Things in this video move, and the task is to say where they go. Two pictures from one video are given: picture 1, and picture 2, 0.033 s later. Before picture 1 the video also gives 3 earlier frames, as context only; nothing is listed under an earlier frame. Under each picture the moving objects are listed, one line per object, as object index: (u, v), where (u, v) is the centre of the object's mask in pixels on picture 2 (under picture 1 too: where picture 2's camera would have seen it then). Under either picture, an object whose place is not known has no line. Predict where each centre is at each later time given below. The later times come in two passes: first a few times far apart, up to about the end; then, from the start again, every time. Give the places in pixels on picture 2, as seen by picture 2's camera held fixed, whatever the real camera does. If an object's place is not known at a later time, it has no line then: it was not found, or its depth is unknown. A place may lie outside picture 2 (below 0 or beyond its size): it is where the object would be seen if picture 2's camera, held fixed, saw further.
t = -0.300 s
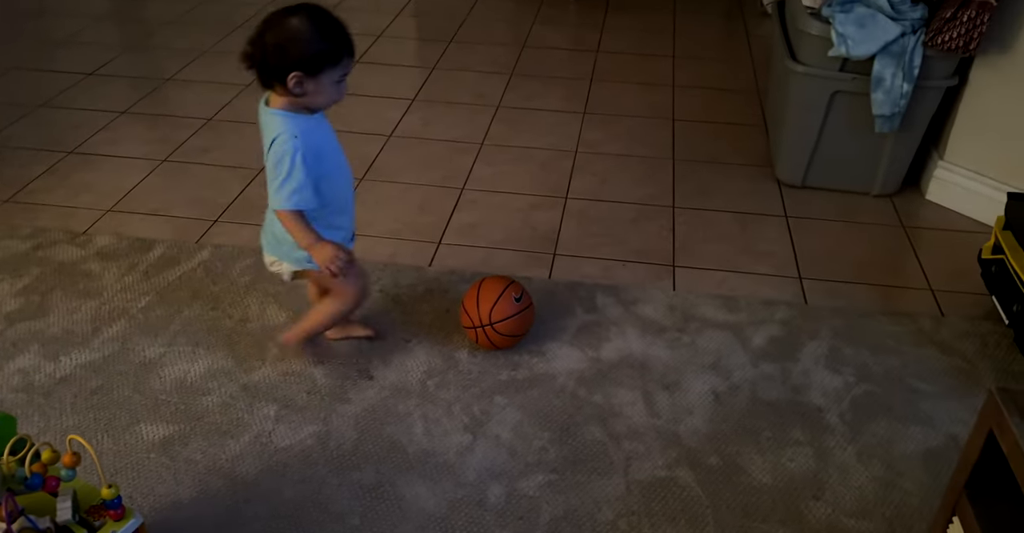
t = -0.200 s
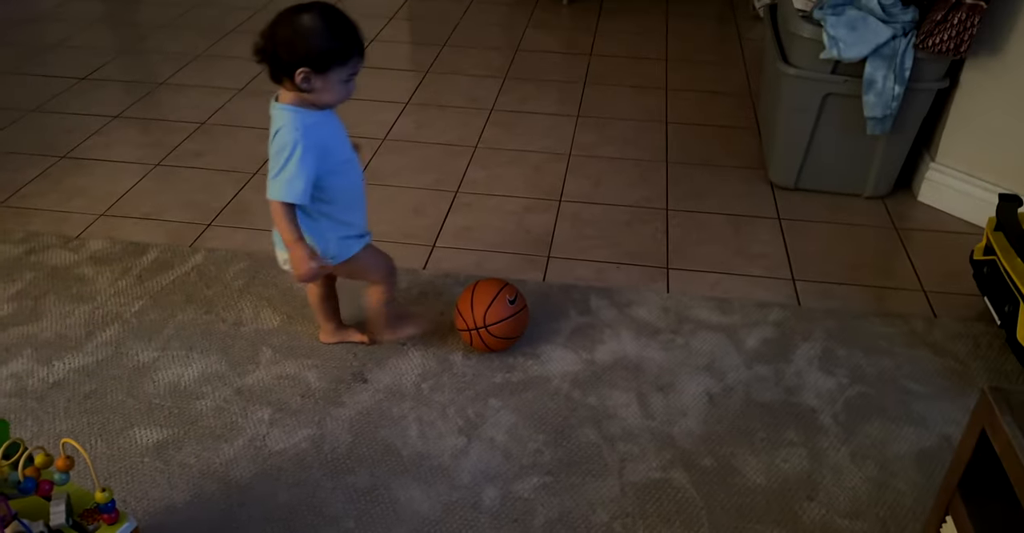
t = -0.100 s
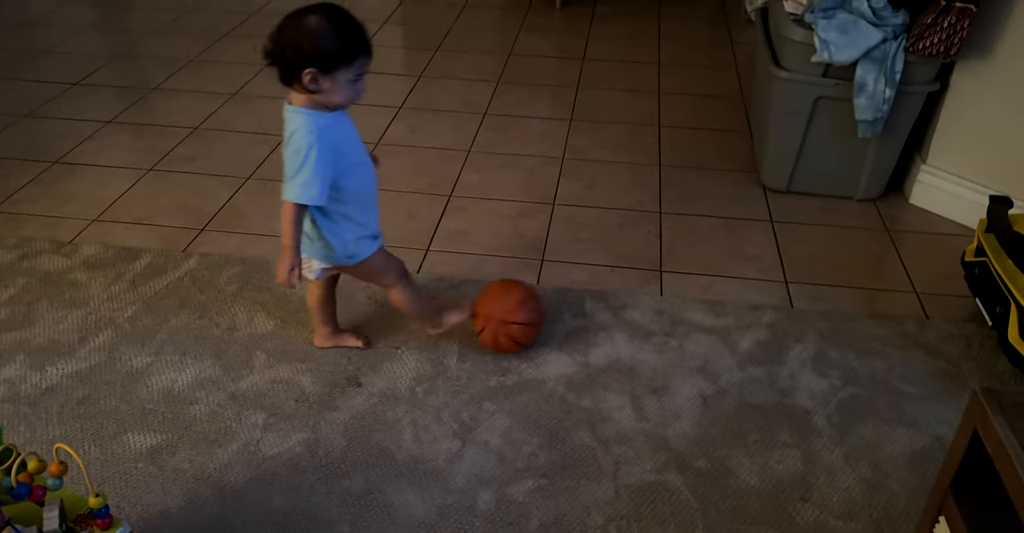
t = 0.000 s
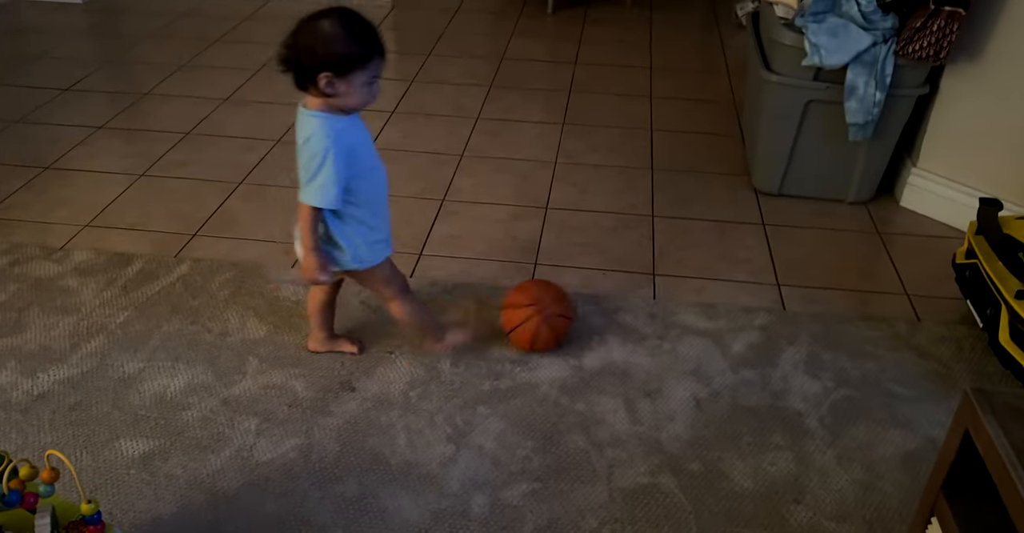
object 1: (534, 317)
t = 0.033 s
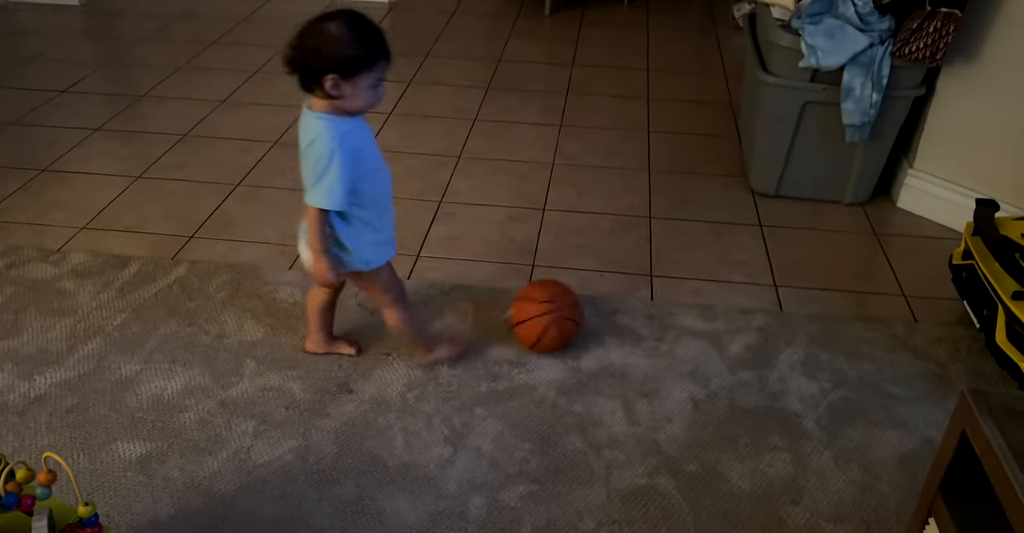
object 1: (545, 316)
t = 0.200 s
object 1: (596, 309)
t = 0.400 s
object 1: (651, 304)
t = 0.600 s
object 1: (706, 299)
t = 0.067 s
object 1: (556, 314)
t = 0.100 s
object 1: (566, 313)
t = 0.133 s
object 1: (576, 313)
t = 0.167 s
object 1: (586, 311)
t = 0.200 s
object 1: (596, 309)
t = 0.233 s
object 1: (605, 309)
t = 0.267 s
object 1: (614, 308)
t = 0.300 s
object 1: (624, 307)
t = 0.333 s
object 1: (633, 306)
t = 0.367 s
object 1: (642, 305)
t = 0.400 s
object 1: (651, 304)
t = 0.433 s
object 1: (660, 302)
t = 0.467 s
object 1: (670, 302)
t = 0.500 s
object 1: (678, 302)
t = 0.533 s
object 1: (687, 301)
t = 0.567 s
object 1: (696, 300)
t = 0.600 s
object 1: (706, 299)
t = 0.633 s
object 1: (714, 298)
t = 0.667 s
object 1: (723, 297)
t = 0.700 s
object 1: (731, 296)
